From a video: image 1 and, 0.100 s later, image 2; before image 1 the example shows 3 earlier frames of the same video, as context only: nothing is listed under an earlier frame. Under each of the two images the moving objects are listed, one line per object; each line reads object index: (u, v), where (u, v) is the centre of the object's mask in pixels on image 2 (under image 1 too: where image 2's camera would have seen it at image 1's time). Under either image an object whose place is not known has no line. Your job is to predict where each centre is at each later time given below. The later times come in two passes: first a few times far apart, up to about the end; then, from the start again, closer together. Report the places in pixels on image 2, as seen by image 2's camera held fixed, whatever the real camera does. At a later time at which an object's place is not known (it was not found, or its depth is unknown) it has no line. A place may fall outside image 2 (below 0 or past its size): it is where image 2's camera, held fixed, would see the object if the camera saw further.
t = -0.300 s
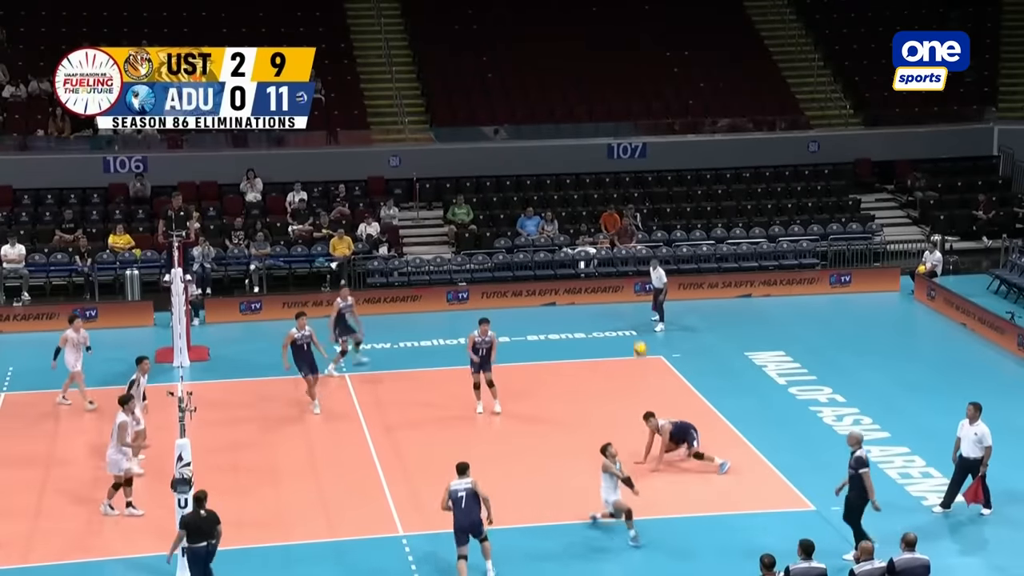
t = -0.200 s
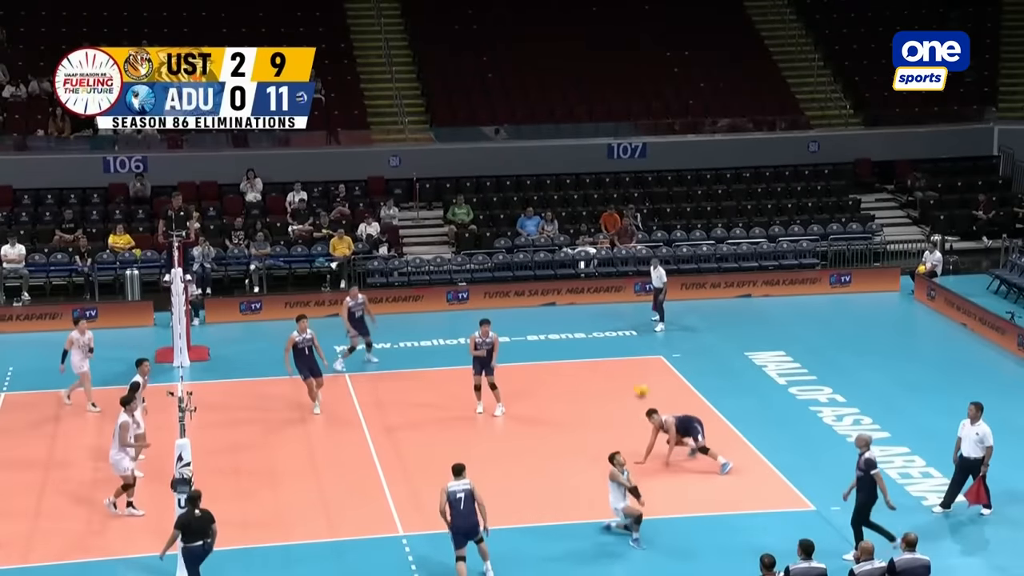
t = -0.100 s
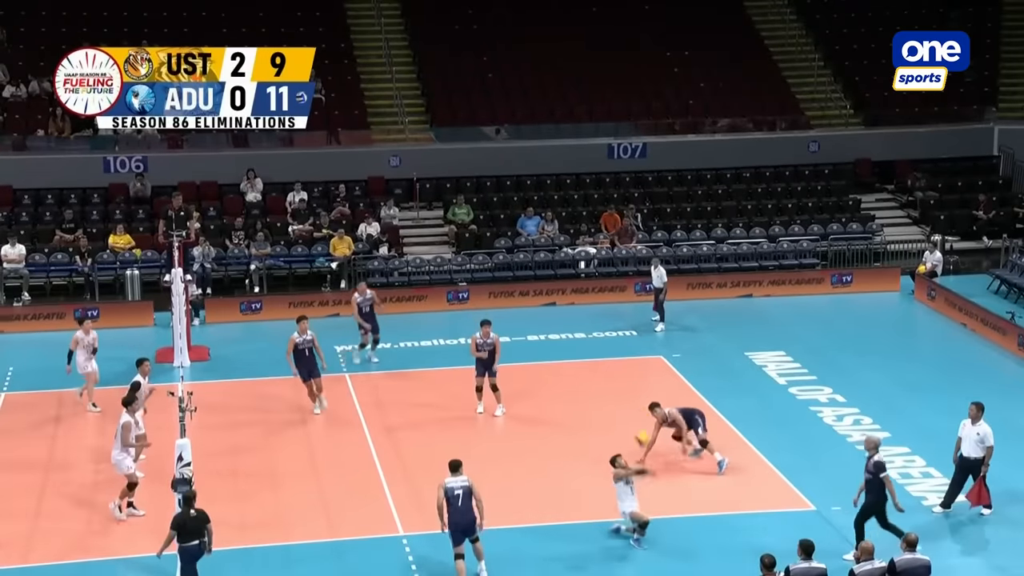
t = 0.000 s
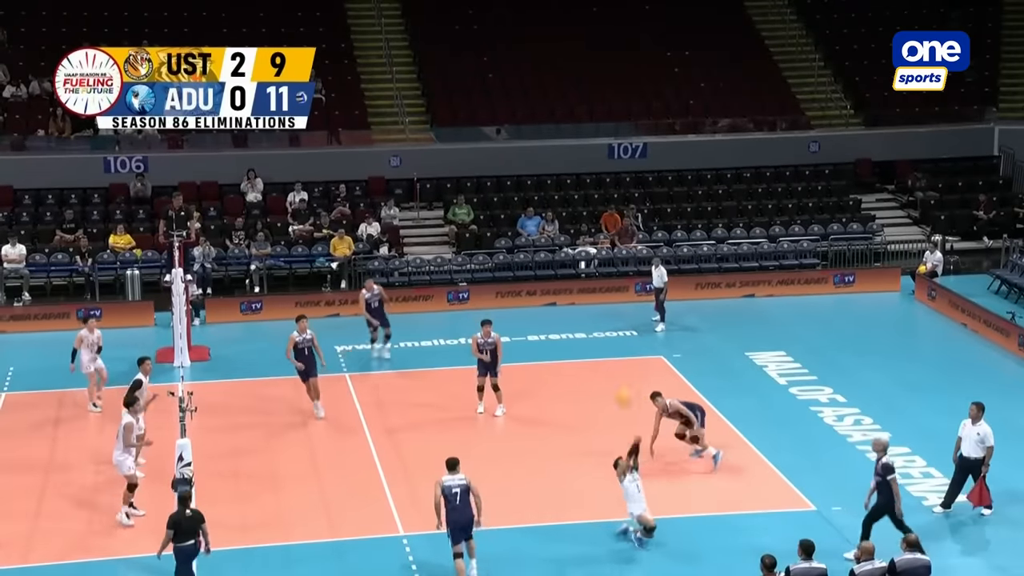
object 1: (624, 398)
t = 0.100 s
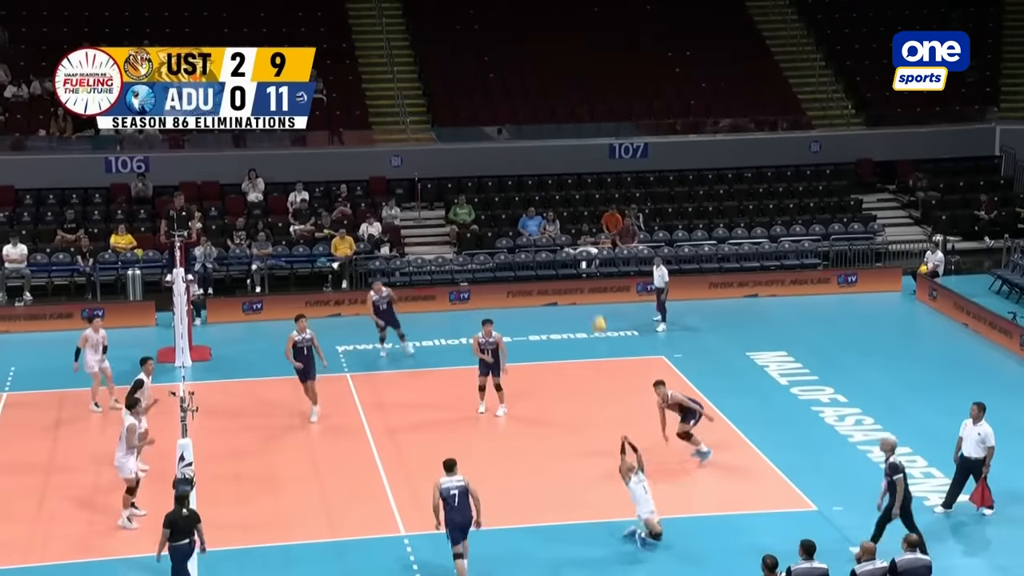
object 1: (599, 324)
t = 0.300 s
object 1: (553, 211)
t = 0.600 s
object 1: (492, 103)
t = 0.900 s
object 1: (438, 63)
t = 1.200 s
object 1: (393, 81)
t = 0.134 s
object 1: (591, 303)
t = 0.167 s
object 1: (583, 283)
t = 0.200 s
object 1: (575, 263)
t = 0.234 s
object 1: (568, 245)
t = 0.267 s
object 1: (560, 227)
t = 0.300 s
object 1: (553, 211)
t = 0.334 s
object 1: (546, 195)
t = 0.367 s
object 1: (539, 181)
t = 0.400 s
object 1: (531, 167)
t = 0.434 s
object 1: (525, 155)
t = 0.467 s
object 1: (518, 142)
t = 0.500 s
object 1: (511, 131)
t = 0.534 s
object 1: (505, 121)
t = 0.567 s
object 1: (498, 112)
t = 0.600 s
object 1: (492, 103)
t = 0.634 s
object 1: (486, 96)
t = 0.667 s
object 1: (479, 89)
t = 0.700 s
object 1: (473, 83)
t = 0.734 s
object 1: (467, 77)
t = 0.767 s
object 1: (461, 73)
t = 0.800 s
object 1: (455, 69)
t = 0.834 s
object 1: (450, 66)
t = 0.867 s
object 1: (444, 64)
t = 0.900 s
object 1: (438, 63)
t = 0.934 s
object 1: (433, 62)
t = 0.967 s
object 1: (427, 62)
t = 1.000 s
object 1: (422, 63)
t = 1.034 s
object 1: (417, 64)
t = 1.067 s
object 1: (412, 66)
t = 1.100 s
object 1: (408, 69)
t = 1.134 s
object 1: (402, 72)
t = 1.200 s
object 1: (393, 81)
